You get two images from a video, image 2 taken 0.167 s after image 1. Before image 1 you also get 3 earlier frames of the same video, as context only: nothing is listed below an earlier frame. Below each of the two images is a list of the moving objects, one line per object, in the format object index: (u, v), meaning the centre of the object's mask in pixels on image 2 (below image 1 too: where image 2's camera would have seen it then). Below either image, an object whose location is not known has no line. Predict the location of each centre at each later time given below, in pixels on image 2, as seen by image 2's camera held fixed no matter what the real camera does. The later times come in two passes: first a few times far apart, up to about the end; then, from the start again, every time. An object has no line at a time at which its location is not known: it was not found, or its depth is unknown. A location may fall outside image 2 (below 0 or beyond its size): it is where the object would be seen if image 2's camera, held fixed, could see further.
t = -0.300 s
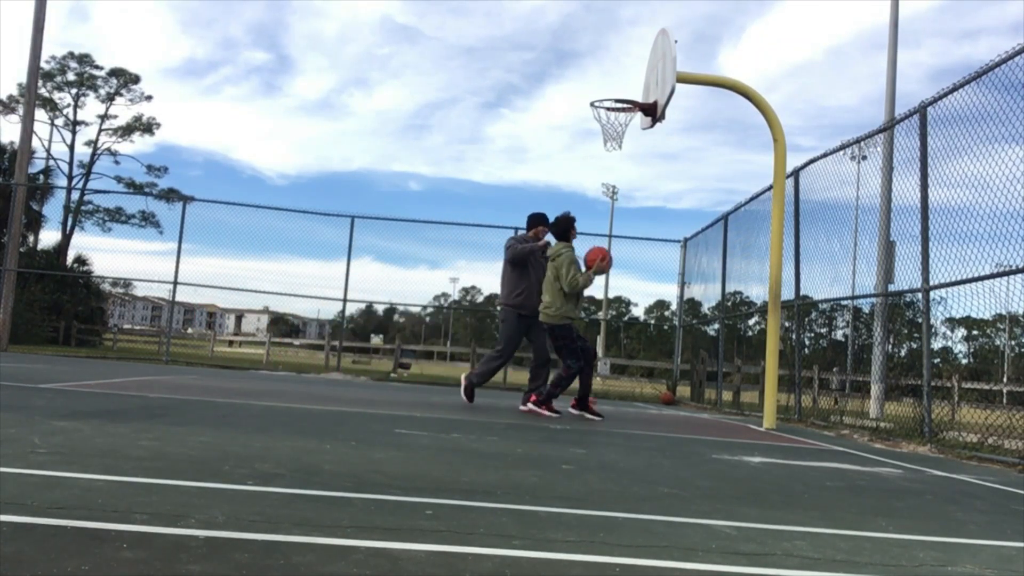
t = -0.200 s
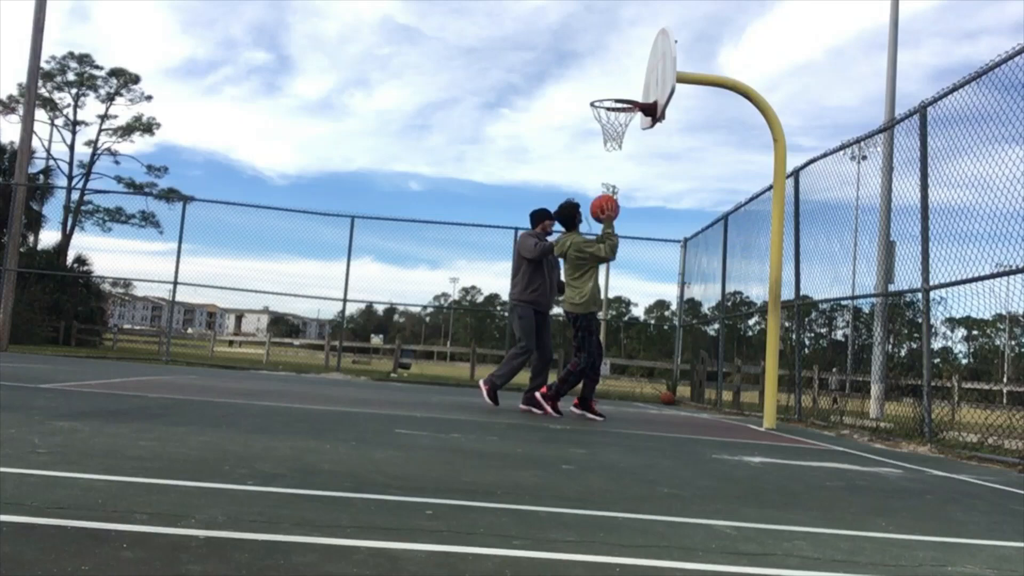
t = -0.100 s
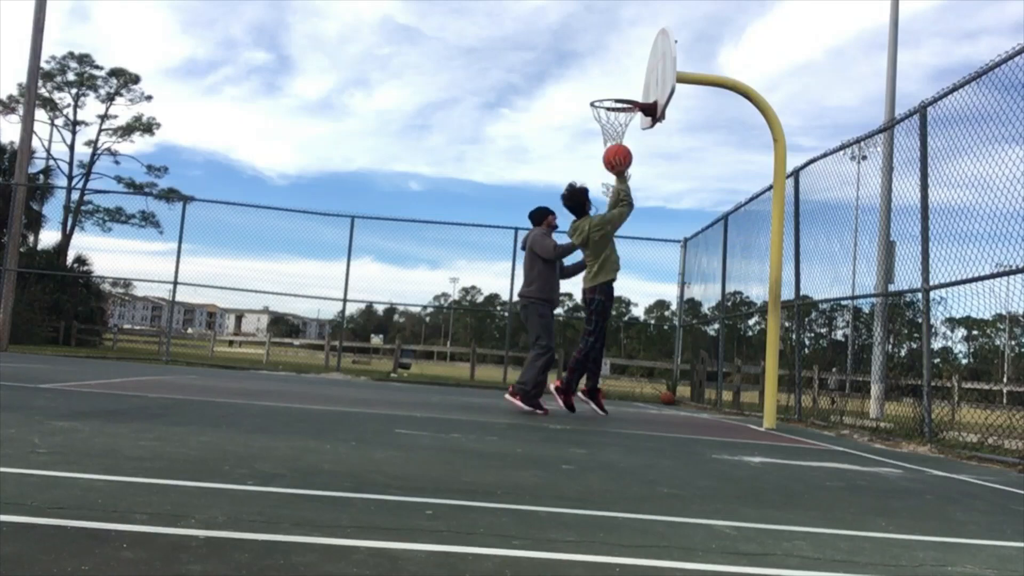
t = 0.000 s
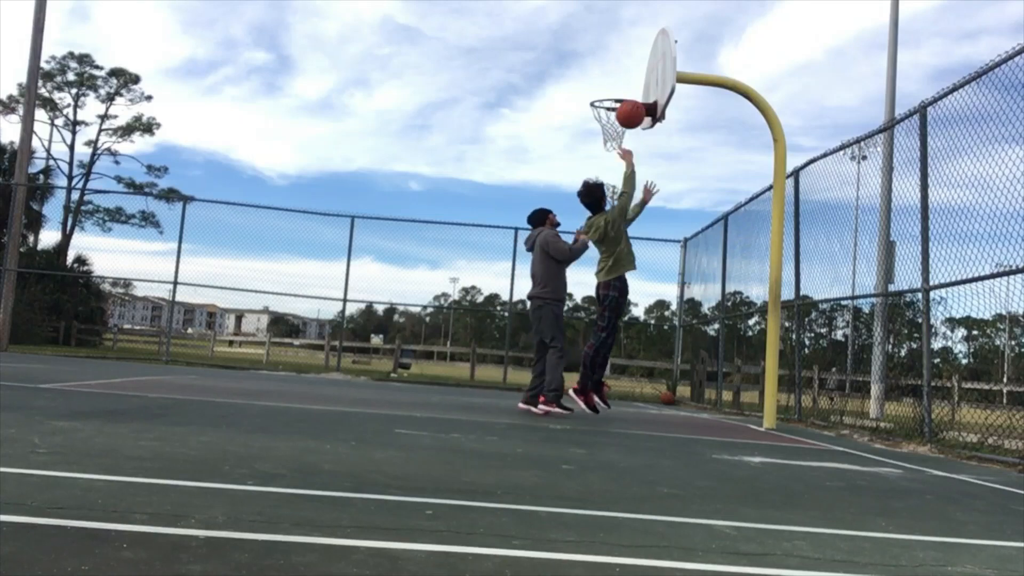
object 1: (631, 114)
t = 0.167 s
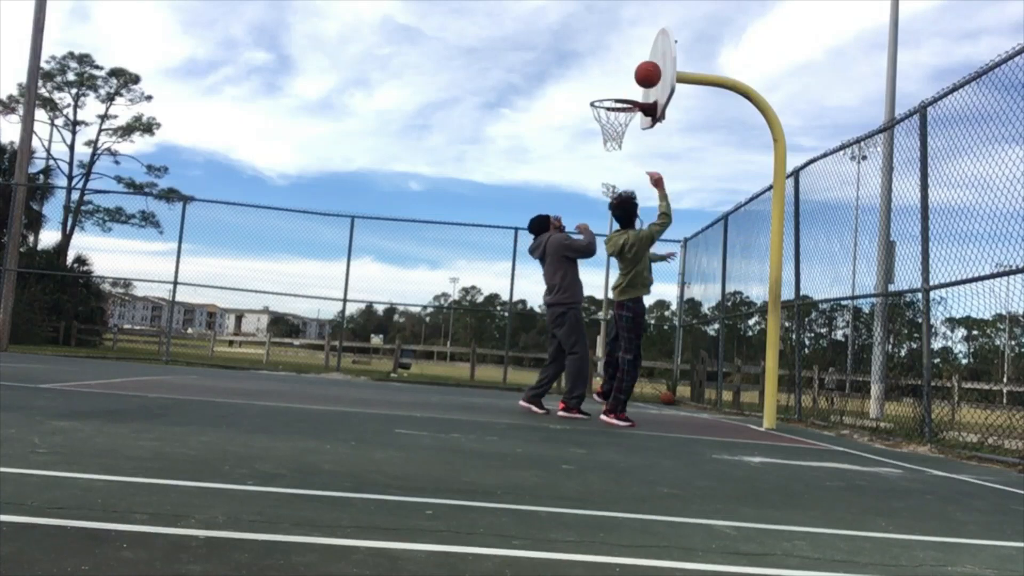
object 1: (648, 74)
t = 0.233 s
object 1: (653, 68)
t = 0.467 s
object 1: (628, 78)
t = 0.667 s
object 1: (603, 123)
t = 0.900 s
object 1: (608, 154)
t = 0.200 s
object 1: (651, 71)
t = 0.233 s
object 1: (653, 68)
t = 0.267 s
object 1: (653, 66)
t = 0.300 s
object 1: (649, 66)
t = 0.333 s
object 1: (645, 66)
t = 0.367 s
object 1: (641, 68)
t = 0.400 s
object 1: (636, 70)
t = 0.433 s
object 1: (632, 74)
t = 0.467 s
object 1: (628, 78)
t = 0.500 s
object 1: (624, 84)
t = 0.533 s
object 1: (619, 91)
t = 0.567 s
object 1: (615, 99)
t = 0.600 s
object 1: (611, 107)
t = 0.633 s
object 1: (606, 117)
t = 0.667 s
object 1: (603, 123)
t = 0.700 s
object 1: (603, 127)
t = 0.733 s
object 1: (605, 130)
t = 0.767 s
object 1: (605, 133)
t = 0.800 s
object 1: (606, 137)
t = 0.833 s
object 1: (606, 141)
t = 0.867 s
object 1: (607, 147)
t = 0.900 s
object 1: (608, 154)
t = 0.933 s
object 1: (608, 161)
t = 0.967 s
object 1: (609, 170)
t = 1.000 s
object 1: (609, 180)
